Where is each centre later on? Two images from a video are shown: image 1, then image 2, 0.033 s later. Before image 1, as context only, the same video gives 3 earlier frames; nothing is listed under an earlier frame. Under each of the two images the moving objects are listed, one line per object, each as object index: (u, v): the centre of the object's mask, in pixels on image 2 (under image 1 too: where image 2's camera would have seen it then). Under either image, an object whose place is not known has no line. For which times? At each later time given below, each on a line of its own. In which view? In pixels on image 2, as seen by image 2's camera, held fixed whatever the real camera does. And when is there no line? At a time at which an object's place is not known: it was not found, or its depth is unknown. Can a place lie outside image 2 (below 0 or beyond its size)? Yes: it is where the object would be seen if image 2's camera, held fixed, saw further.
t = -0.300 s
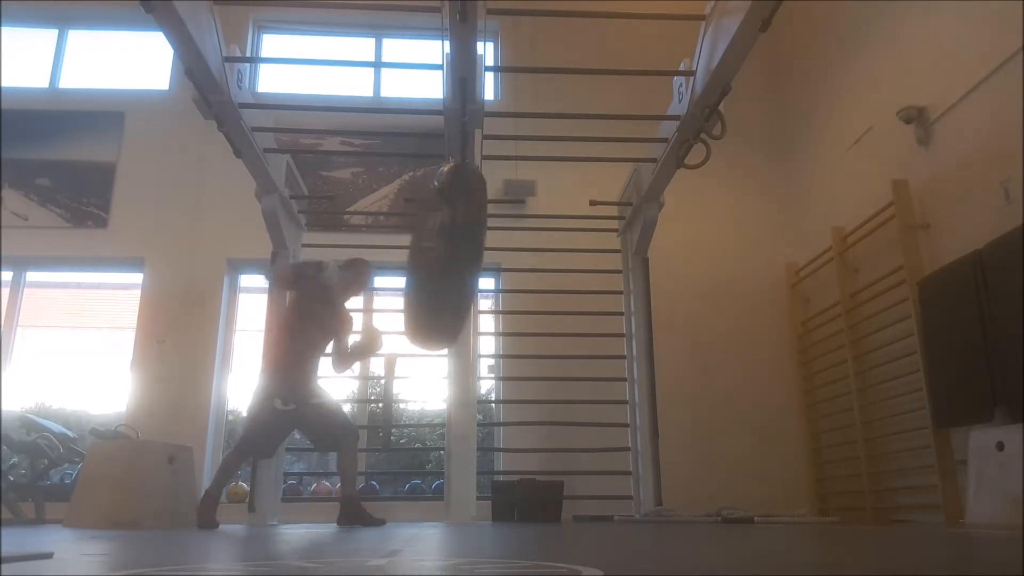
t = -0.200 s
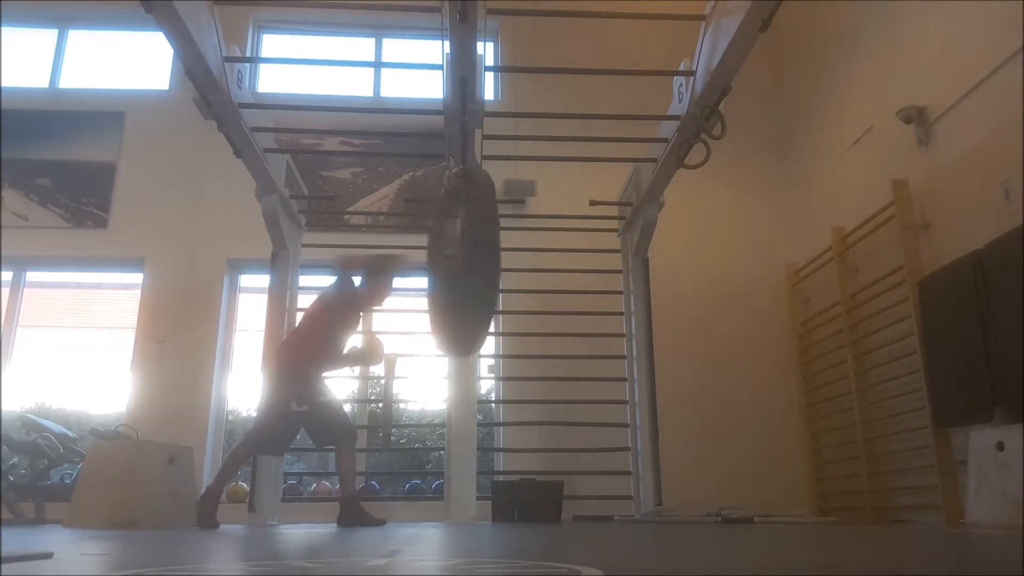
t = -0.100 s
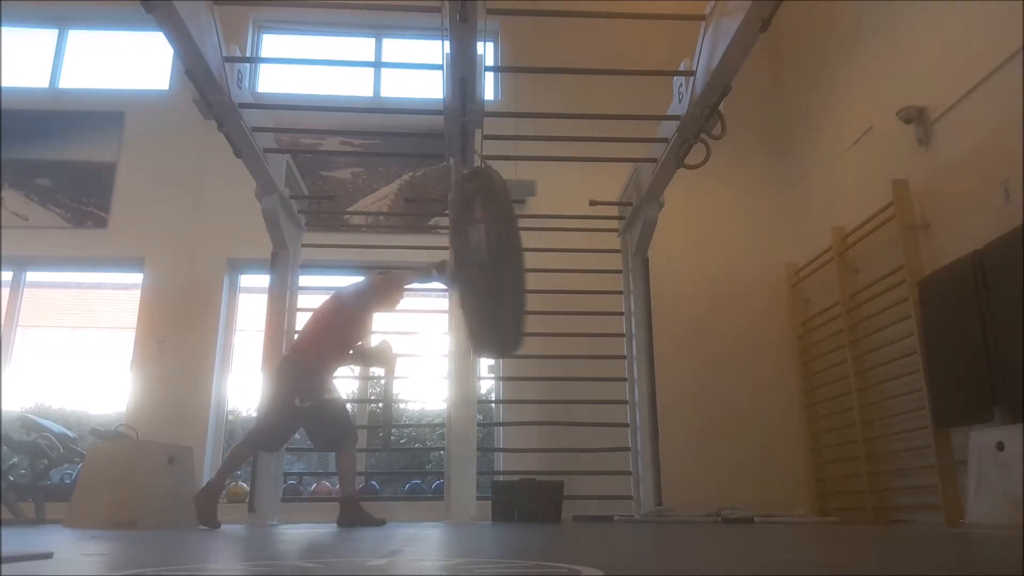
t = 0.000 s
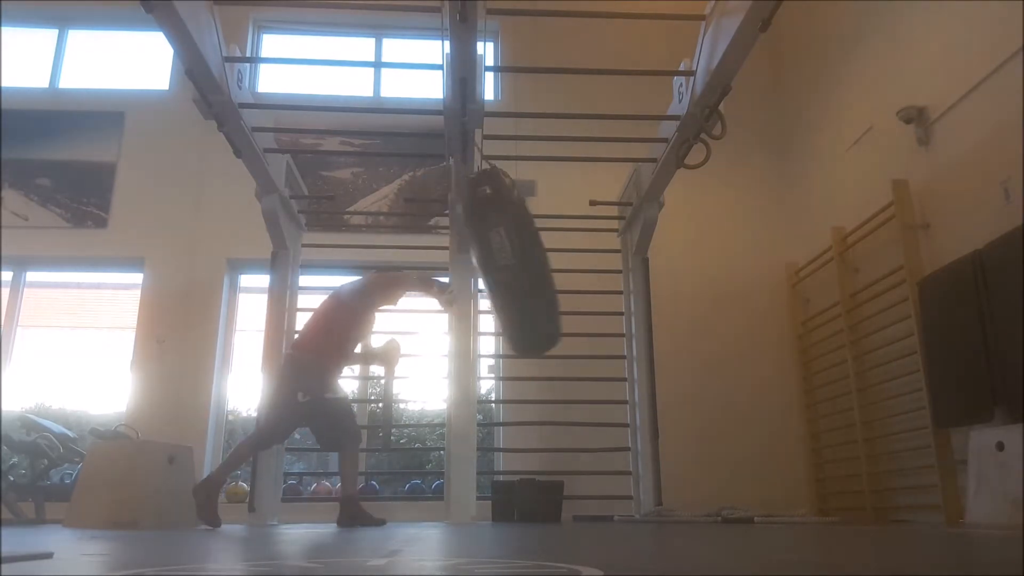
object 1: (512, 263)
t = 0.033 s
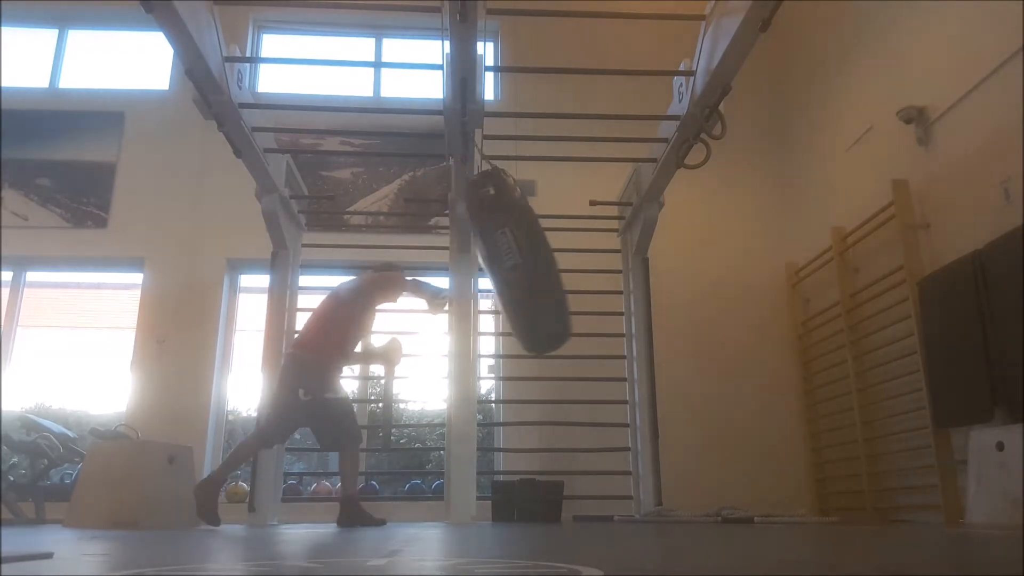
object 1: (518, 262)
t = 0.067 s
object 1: (523, 260)
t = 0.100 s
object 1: (529, 259)
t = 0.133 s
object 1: (533, 257)
